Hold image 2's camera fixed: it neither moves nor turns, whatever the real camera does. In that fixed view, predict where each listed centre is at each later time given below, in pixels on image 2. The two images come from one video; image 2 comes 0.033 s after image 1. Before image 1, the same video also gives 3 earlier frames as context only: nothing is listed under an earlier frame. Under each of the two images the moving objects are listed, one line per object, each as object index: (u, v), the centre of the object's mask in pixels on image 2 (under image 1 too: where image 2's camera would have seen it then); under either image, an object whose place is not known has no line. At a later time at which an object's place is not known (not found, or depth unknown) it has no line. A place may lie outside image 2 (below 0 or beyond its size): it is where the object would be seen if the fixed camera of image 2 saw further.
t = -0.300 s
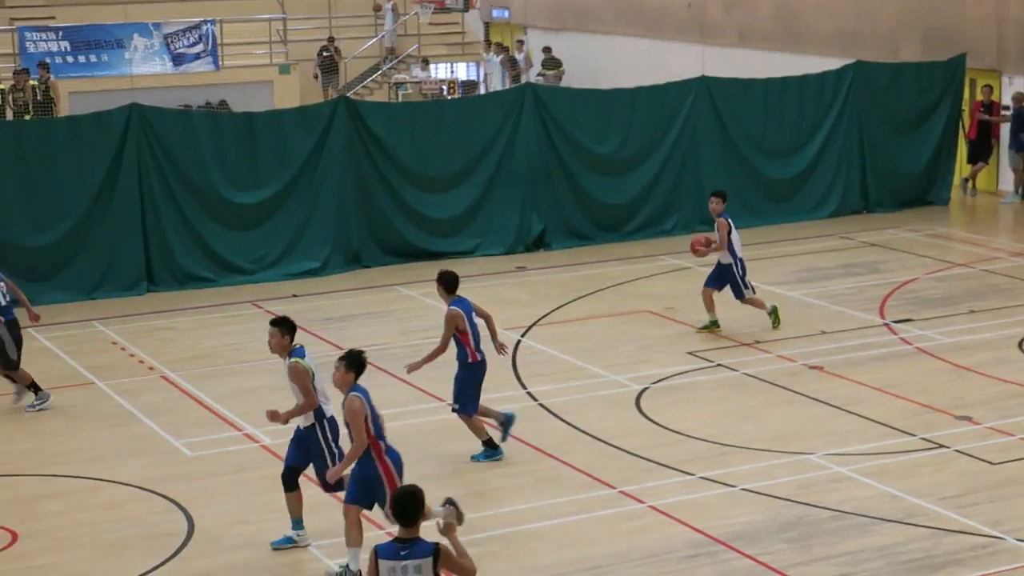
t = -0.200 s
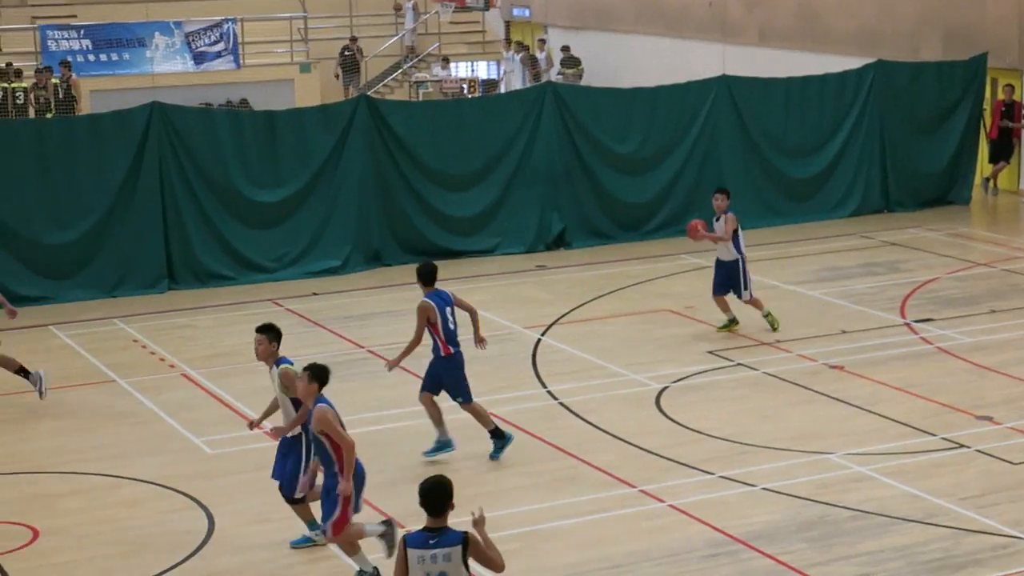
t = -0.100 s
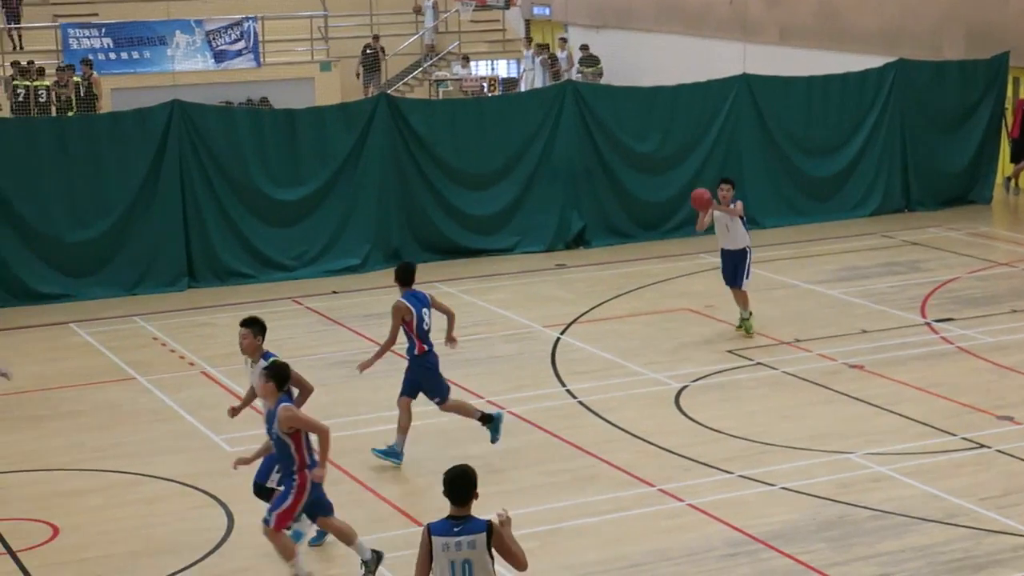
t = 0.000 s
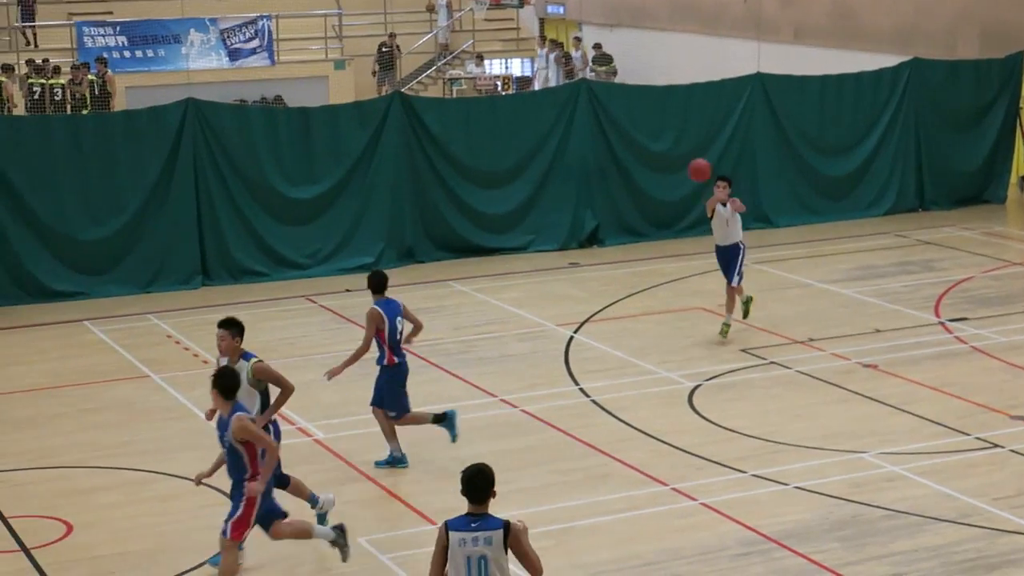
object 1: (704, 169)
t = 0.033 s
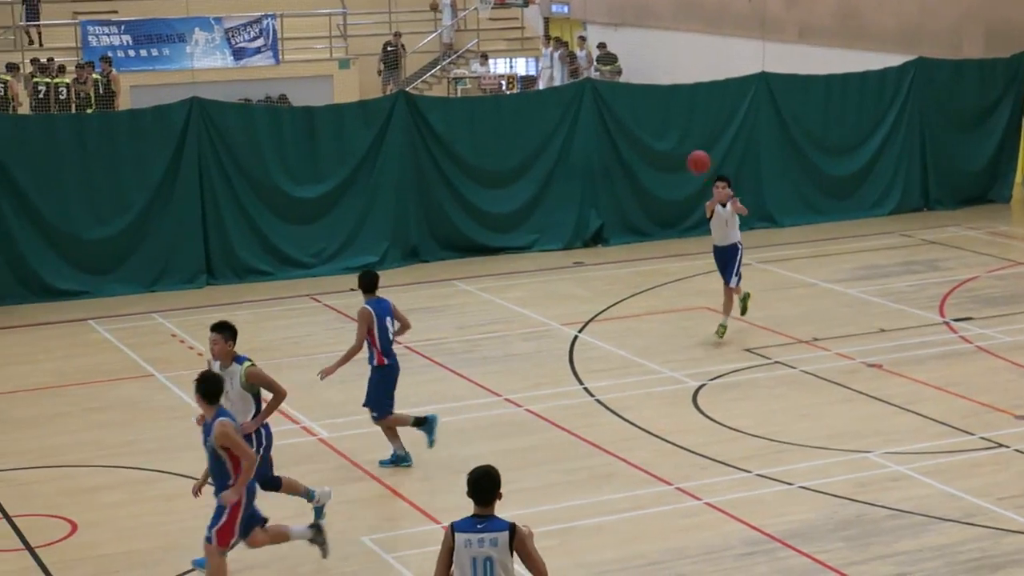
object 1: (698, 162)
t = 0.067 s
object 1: (692, 156)
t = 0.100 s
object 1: (687, 150)
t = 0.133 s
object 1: (682, 146)
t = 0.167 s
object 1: (675, 142)
